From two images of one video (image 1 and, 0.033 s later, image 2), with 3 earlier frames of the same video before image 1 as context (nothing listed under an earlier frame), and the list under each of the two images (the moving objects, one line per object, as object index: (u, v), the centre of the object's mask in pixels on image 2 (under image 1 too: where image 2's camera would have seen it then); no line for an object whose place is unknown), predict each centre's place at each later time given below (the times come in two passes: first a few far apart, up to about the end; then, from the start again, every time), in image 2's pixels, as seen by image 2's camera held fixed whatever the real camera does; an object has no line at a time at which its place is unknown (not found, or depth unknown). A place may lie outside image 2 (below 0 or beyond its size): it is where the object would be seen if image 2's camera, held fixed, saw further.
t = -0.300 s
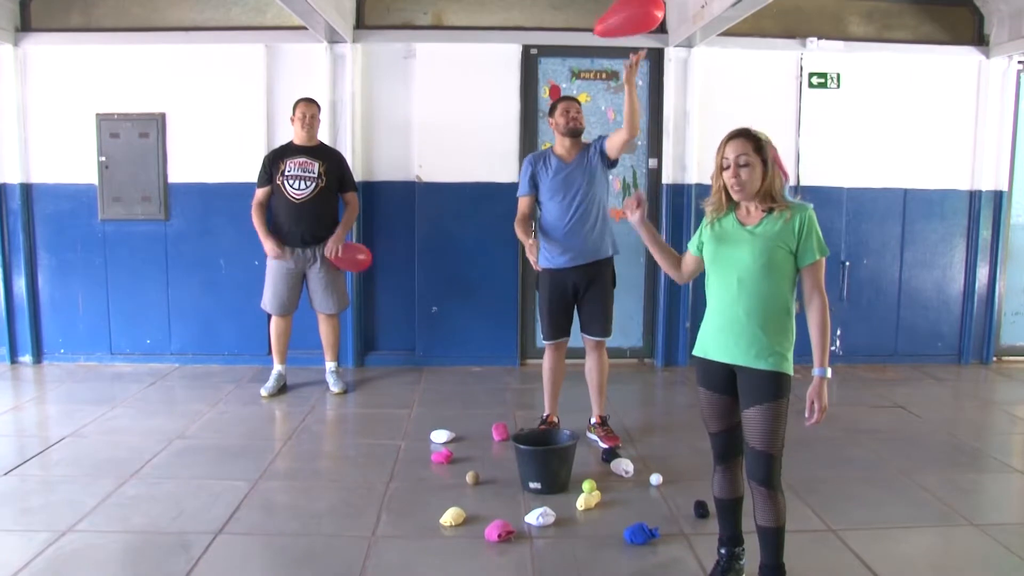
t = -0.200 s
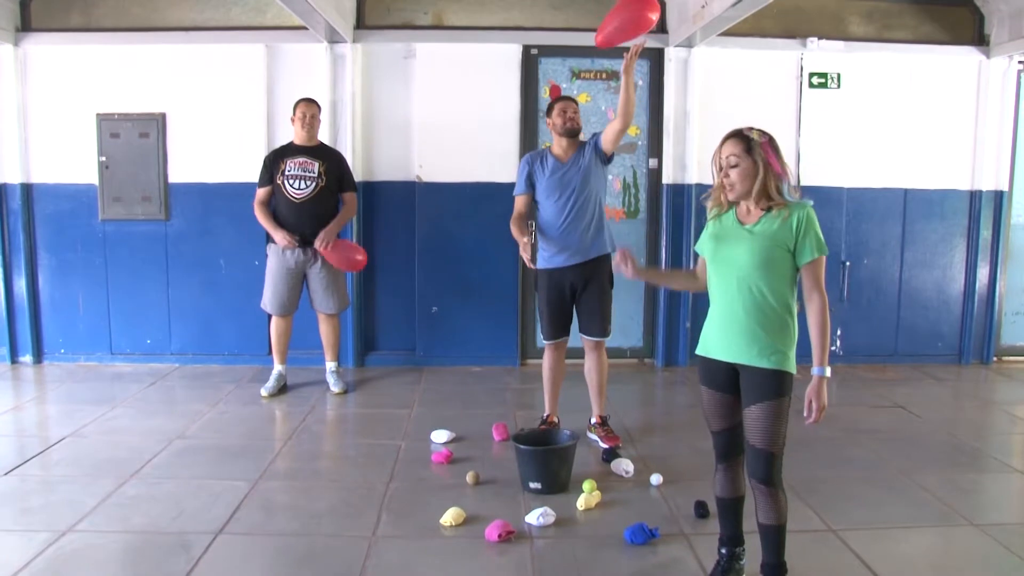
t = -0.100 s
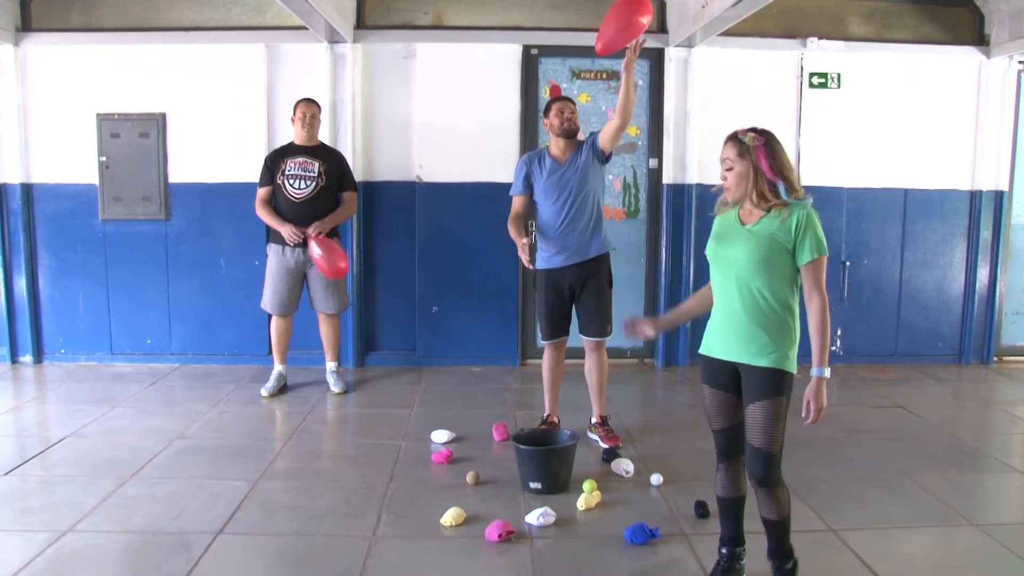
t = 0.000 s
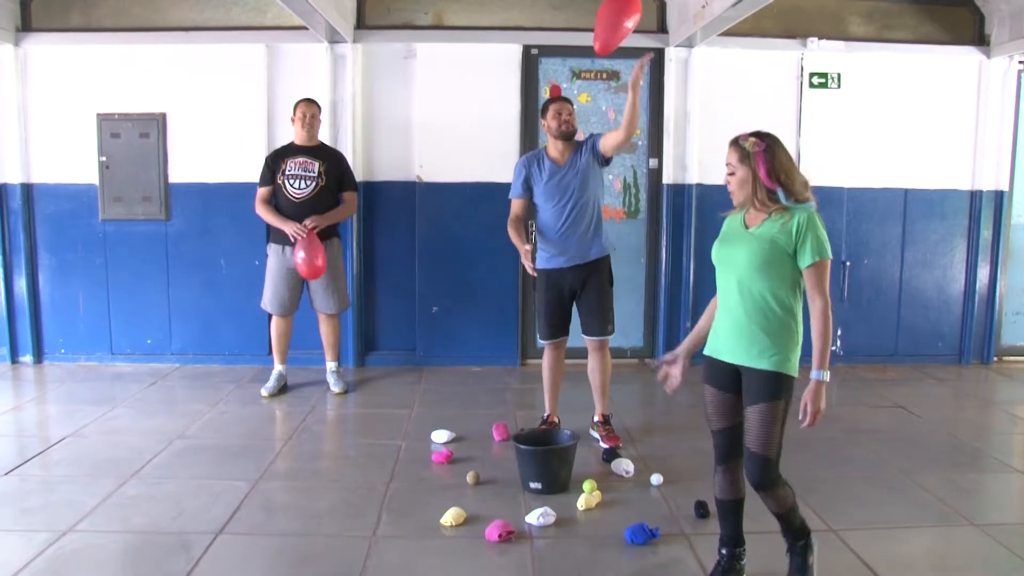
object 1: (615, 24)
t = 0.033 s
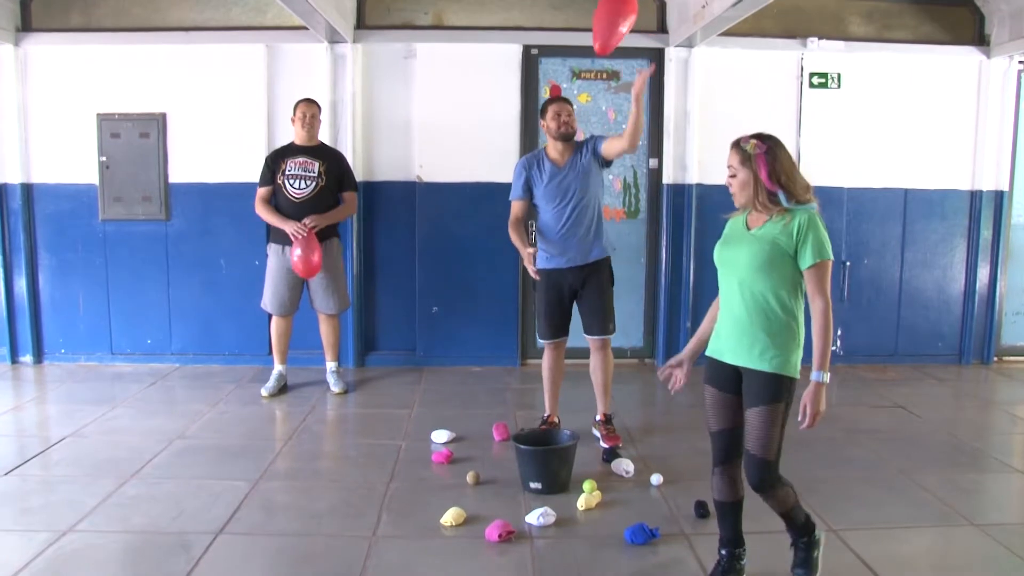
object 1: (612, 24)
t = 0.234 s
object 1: (596, 27)
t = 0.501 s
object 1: (576, 53)
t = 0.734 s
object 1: (560, 89)
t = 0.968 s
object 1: (541, 132)
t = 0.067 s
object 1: (610, 24)
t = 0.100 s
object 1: (607, 24)
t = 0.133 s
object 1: (605, 25)
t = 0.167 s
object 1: (602, 26)
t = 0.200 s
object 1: (599, 26)
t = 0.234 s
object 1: (596, 27)
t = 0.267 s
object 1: (594, 29)
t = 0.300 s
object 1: (591, 31)
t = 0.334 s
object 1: (588, 34)
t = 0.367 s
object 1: (586, 37)
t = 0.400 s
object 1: (583, 41)
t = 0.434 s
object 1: (580, 44)
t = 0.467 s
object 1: (578, 49)
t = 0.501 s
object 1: (576, 53)
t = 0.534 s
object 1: (574, 58)
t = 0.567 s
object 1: (571, 63)
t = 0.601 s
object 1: (569, 68)
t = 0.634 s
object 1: (567, 73)
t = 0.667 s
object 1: (564, 78)
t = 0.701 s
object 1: (562, 84)
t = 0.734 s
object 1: (560, 89)
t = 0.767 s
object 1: (557, 95)
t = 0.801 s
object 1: (555, 101)
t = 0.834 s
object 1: (552, 106)
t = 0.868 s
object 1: (549, 113)
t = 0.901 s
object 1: (547, 119)
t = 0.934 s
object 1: (544, 125)
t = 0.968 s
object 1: (541, 132)
